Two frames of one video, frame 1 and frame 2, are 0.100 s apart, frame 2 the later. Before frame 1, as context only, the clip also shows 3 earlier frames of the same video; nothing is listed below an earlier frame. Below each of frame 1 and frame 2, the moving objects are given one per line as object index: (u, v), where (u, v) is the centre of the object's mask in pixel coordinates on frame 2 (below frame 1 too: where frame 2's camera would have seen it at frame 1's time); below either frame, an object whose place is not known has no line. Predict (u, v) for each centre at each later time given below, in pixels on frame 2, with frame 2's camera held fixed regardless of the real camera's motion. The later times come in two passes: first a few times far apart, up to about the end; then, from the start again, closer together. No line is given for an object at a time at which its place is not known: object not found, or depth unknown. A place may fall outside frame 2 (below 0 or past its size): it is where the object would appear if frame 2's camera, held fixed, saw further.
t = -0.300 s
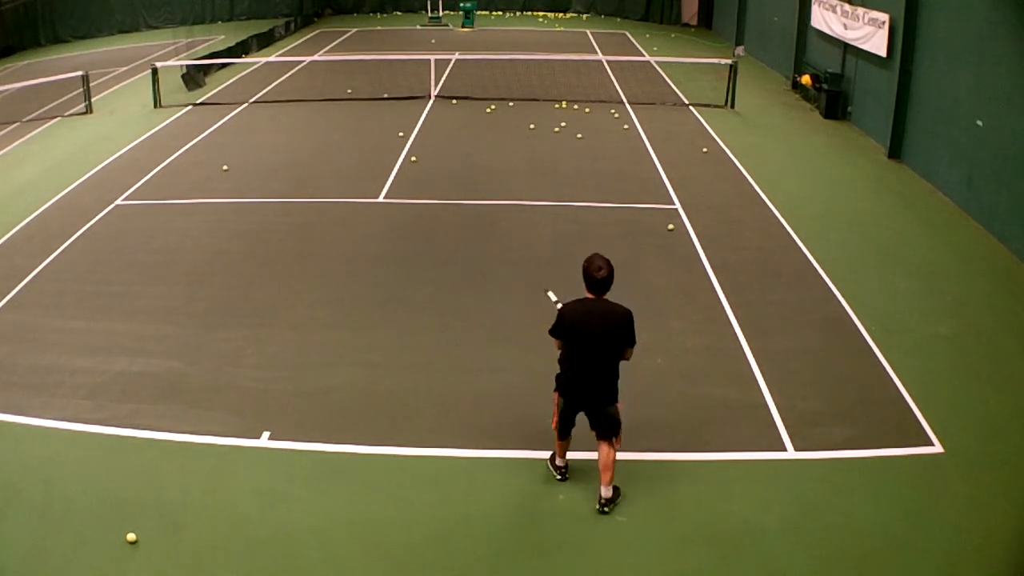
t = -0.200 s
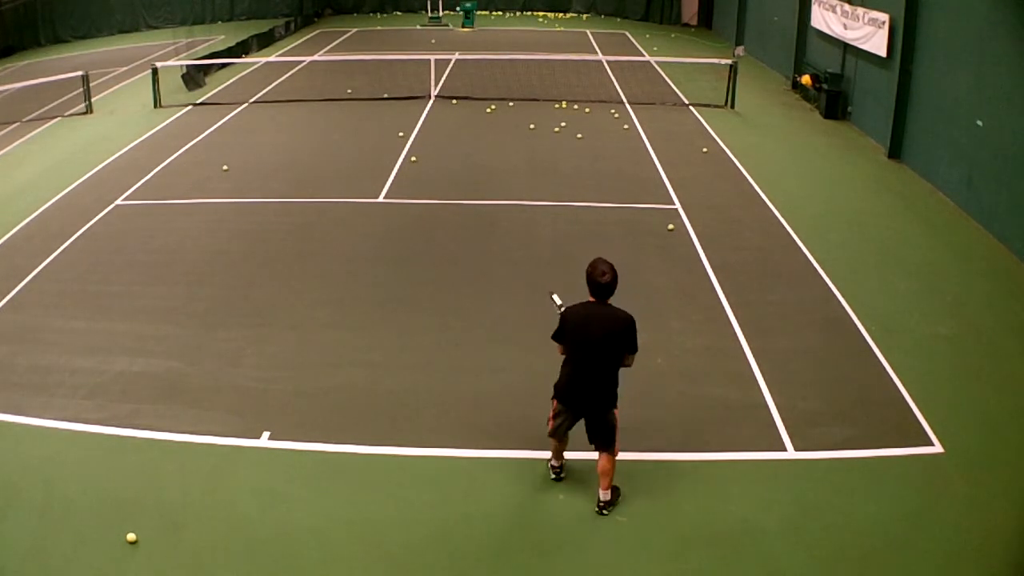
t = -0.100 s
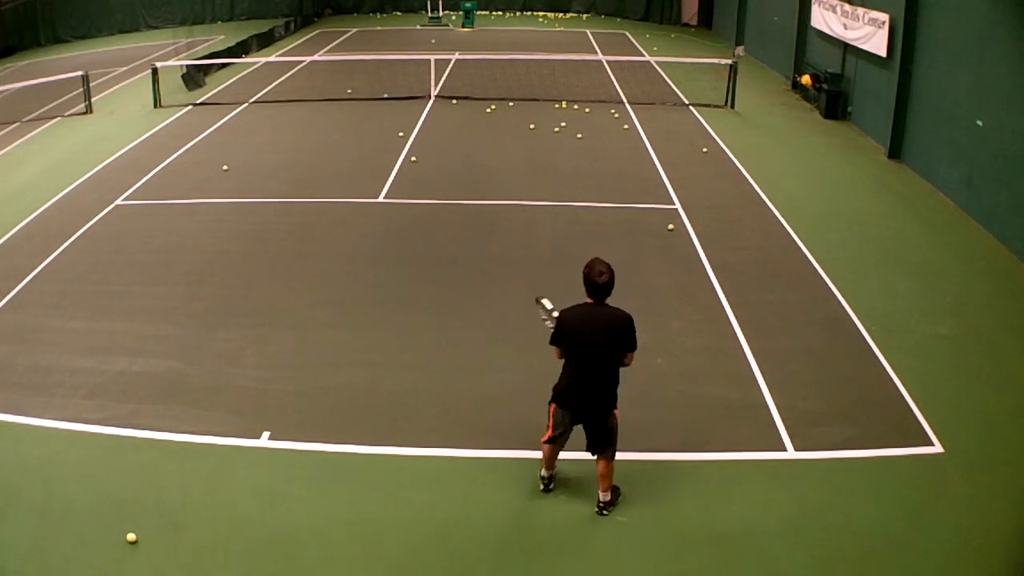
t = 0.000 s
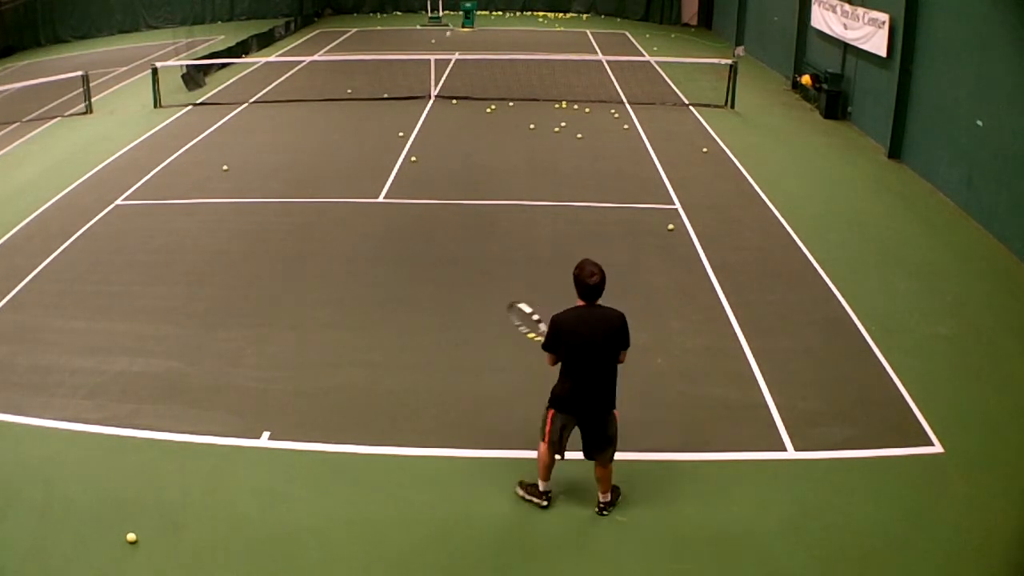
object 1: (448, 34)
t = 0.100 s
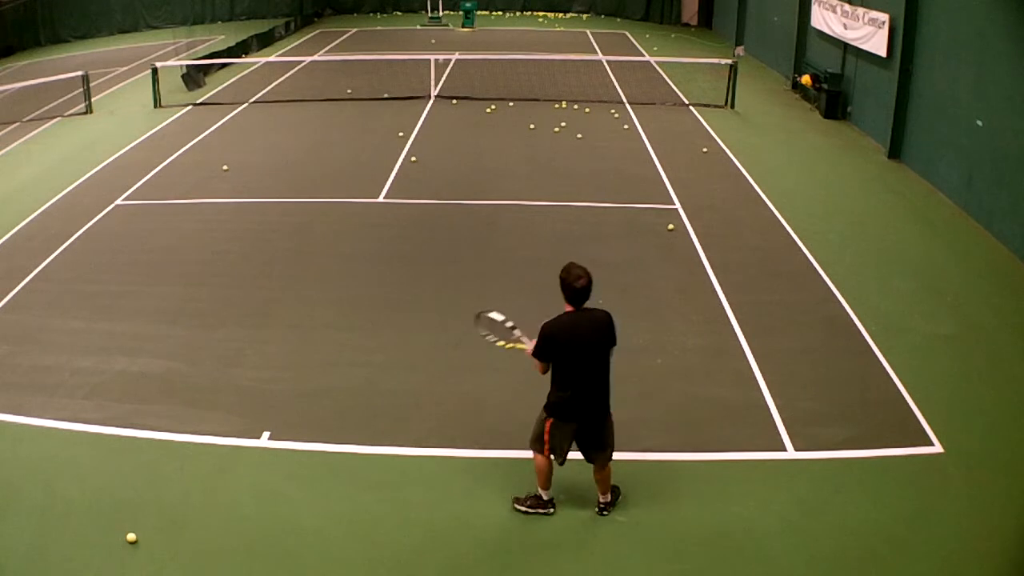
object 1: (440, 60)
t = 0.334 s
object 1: (416, 175)
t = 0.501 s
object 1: (395, 252)
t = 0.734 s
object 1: (359, 303)
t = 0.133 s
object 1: (438, 70)
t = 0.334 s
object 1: (416, 175)
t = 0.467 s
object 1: (399, 252)
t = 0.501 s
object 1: (395, 252)
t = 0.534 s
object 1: (390, 255)
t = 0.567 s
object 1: (386, 259)
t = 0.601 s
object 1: (381, 264)
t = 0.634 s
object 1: (377, 270)
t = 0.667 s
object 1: (371, 279)
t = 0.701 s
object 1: (365, 290)
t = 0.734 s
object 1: (359, 303)
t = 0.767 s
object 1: (353, 319)
